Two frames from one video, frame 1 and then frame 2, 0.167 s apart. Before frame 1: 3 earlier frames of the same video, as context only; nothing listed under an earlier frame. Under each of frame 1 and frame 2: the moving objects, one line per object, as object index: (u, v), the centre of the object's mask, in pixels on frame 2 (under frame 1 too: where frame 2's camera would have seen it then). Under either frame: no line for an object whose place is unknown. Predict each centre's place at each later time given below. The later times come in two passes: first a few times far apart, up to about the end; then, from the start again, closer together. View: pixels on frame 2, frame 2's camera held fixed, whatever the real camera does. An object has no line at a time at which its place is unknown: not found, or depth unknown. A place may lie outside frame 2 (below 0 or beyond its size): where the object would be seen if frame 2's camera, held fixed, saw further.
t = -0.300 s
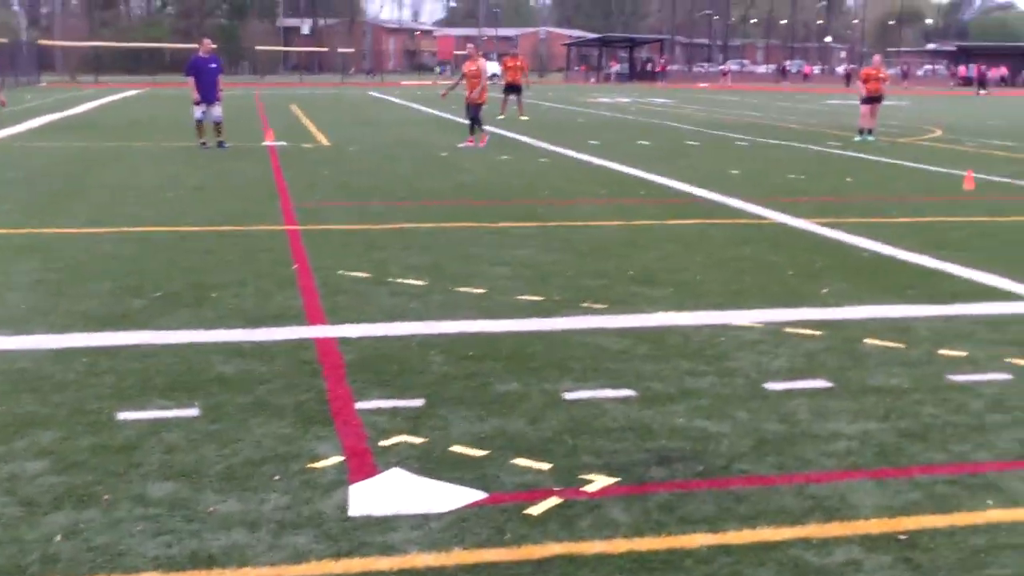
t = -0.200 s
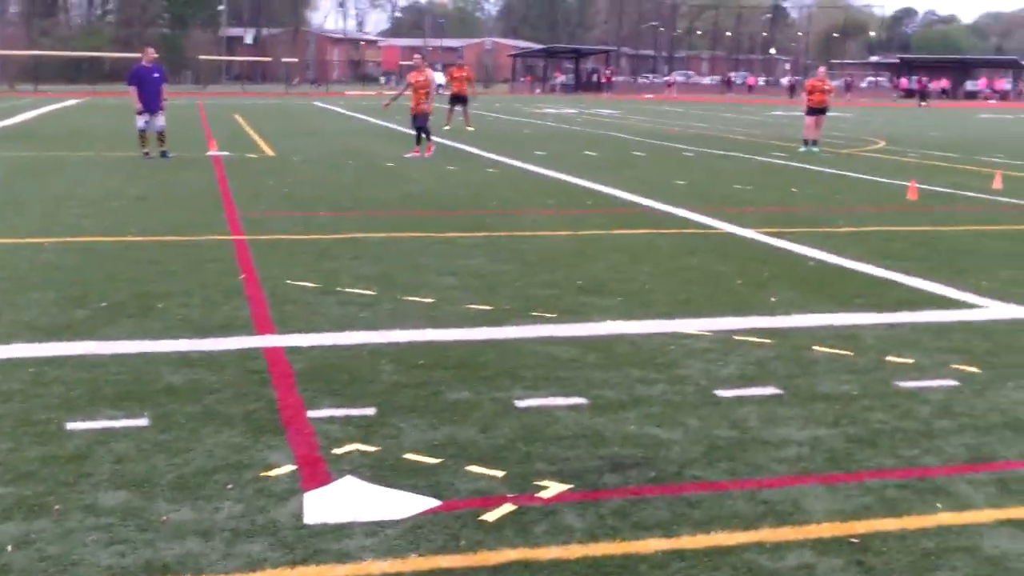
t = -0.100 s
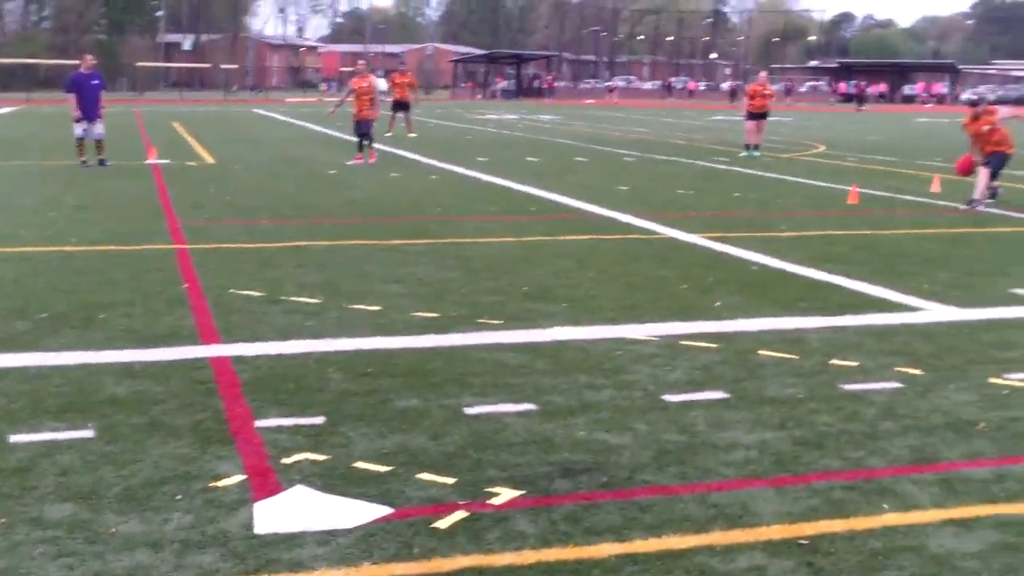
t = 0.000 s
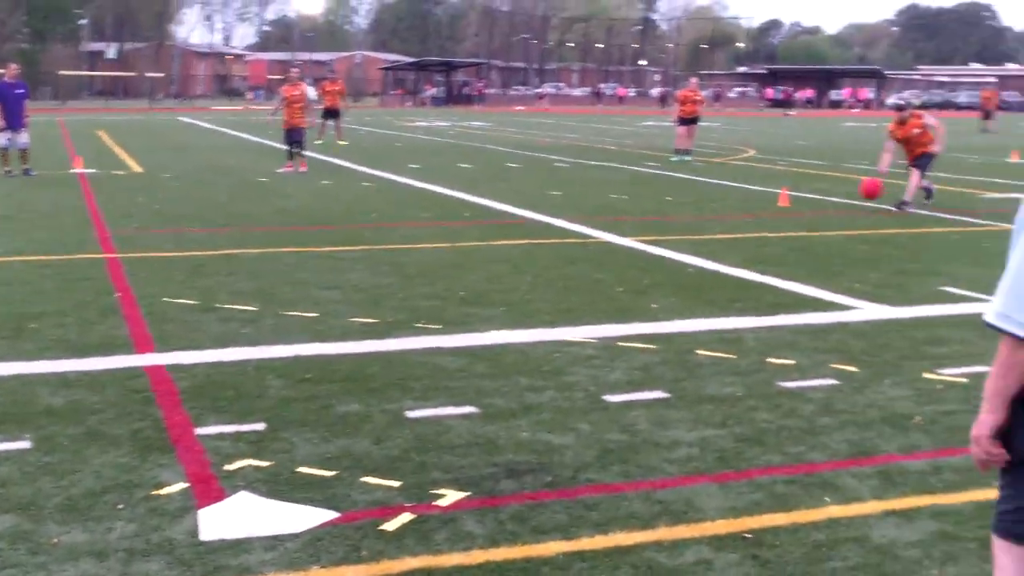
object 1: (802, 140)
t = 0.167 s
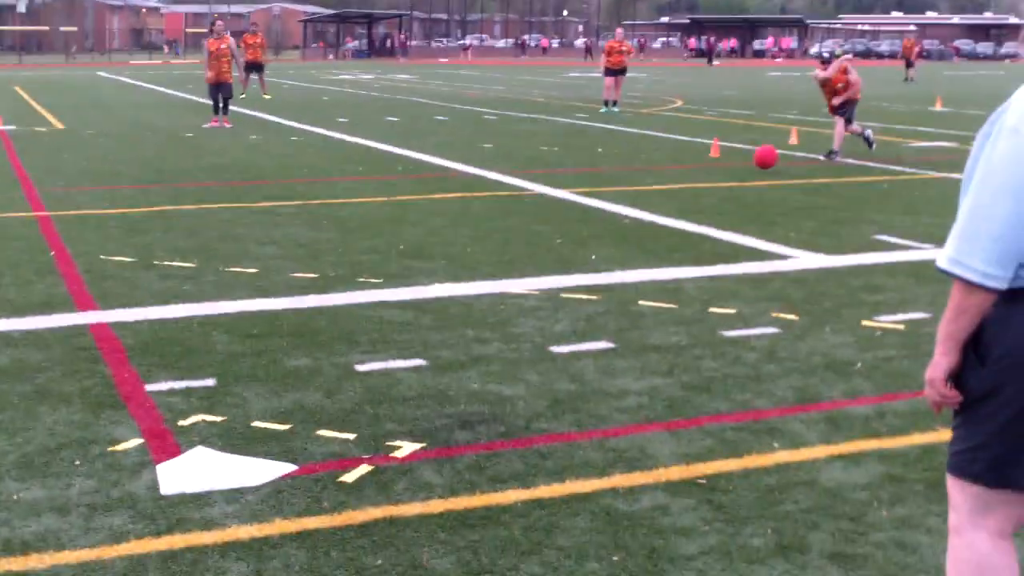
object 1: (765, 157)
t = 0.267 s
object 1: (746, 150)
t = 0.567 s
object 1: (675, 181)
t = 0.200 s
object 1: (759, 153)
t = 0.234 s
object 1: (753, 152)
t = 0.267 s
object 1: (746, 150)
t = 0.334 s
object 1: (731, 152)
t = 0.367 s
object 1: (724, 155)
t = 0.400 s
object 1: (716, 159)
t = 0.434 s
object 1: (708, 166)
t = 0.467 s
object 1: (701, 172)
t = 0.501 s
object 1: (692, 182)
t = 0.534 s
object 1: (684, 185)
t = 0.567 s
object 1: (675, 181)
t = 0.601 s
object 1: (667, 179)
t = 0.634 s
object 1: (659, 178)
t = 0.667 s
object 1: (650, 178)
